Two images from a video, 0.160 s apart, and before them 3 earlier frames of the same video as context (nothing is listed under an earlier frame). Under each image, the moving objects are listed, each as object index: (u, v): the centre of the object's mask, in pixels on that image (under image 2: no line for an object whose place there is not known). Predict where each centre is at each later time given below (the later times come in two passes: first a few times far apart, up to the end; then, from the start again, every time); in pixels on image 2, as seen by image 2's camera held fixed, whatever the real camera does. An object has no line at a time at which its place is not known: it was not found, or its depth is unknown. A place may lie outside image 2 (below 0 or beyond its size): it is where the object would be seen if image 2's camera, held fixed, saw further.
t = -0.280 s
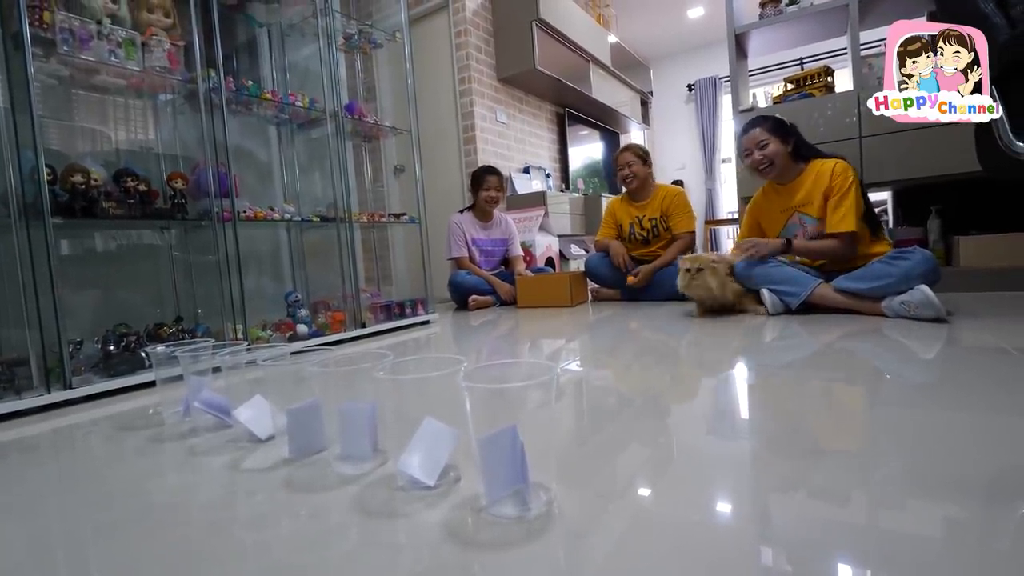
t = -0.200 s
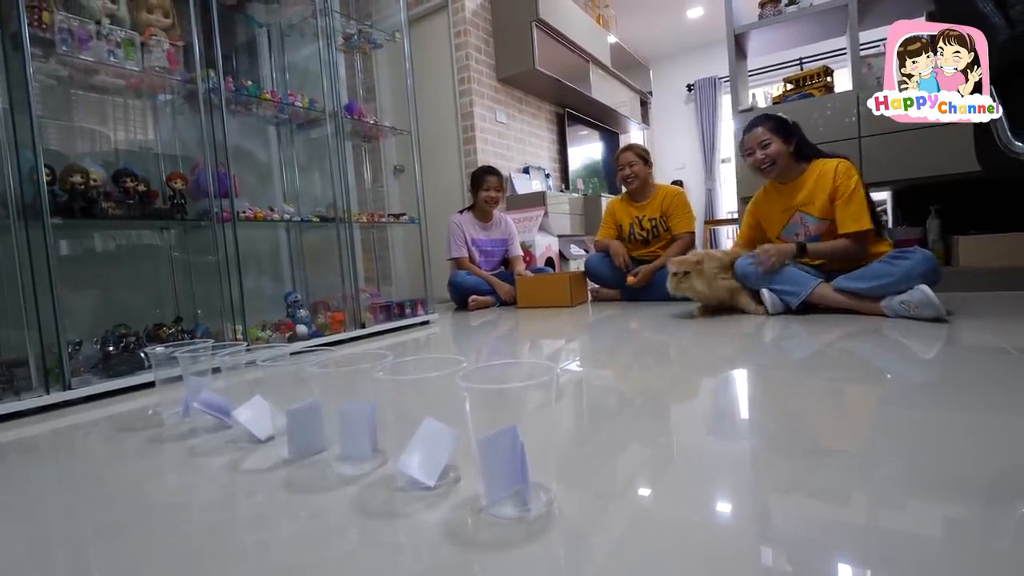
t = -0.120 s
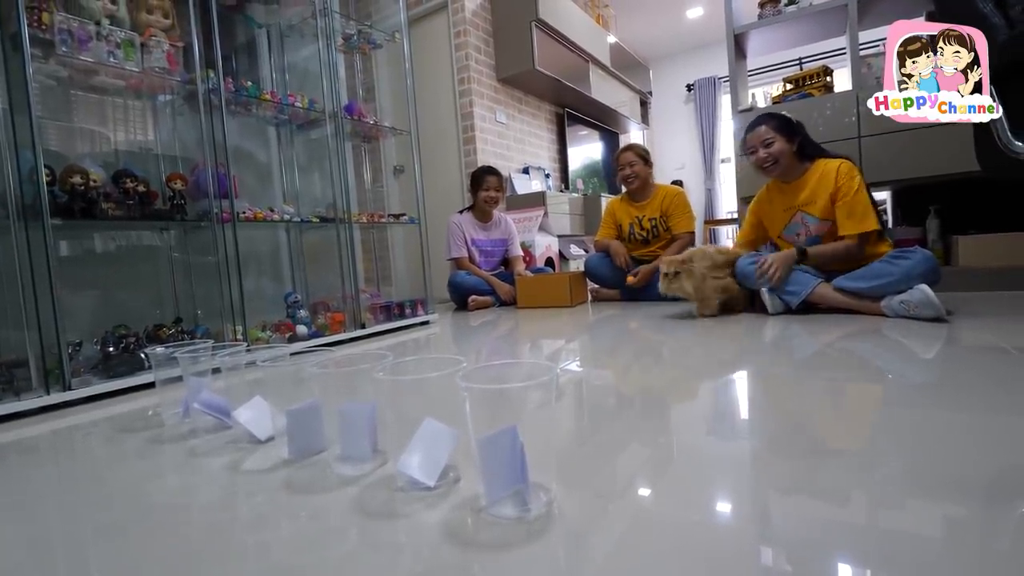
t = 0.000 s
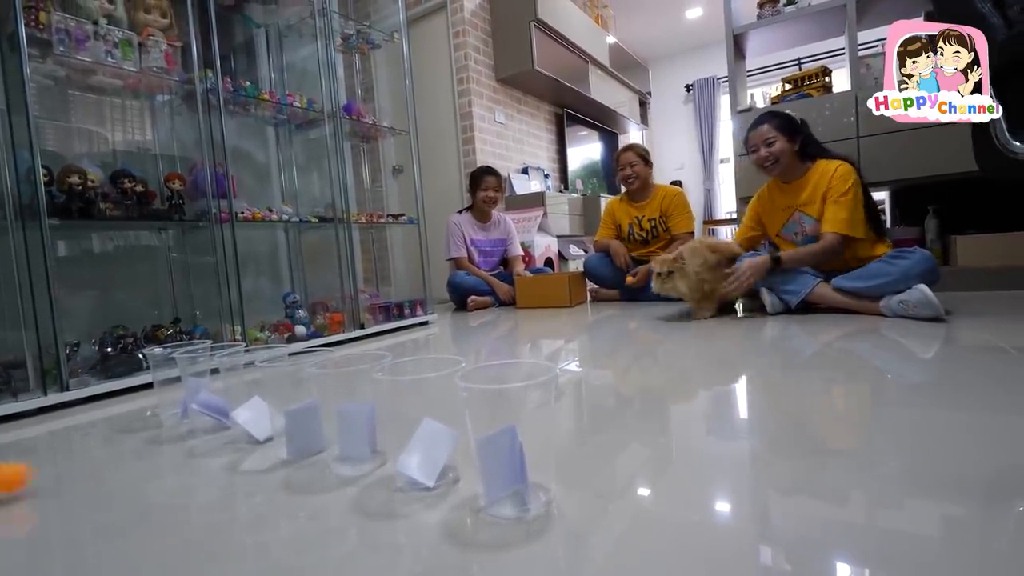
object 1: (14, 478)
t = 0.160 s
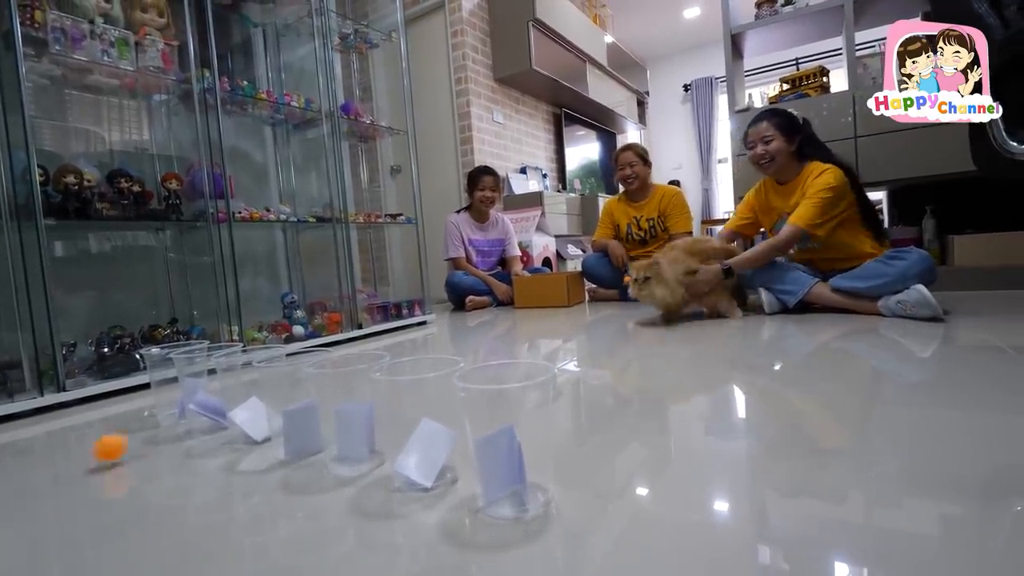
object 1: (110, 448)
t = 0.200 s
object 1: (128, 441)
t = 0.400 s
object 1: (179, 428)
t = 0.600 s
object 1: (185, 429)
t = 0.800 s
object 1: (195, 433)
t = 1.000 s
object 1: (205, 435)
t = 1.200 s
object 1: (214, 438)
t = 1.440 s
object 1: (225, 443)
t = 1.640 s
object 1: (234, 447)
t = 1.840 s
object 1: (243, 452)
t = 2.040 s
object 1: (250, 457)
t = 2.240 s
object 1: (259, 463)
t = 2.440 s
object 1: (268, 470)
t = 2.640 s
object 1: (278, 478)
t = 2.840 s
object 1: (288, 485)
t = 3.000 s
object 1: (298, 490)
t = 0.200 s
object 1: (128, 441)
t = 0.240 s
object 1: (144, 441)
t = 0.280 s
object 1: (160, 432)
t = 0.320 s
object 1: (174, 431)
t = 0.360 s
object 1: (183, 426)
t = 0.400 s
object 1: (179, 428)
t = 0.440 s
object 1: (178, 433)
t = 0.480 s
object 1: (179, 428)
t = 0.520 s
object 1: (182, 431)
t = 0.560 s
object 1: (183, 430)
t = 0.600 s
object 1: (185, 429)
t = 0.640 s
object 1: (187, 432)
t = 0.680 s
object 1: (188, 429)
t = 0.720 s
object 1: (192, 434)
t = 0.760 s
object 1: (193, 430)
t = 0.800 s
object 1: (195, 433)
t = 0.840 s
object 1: (197, 432)
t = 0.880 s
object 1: (199, 433)
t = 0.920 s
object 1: (201, 433)
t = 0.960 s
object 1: (202, 434)
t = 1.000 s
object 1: (205, 435)
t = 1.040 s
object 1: (207, 435)
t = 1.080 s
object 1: (209, 436)
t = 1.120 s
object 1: (210, 436)
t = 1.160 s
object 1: (213, 437)
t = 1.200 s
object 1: (214, 438)
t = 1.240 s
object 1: (216, 439)
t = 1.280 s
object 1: (218, 440)
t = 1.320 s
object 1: (219, 440)
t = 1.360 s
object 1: (223, 442)
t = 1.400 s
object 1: (224, 441)
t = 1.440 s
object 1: (225, 443)
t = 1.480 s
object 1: (227, 443)
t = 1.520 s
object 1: (229, 444)
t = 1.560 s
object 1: (231, 445)
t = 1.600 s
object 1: (233, 446)
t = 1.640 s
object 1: (234, 447)
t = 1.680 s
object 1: (236, 448)
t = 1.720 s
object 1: (237, 449)
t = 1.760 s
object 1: (239, 449)
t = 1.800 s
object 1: (241, 451)
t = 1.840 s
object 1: (243, 452)
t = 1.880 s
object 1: (244, 453)
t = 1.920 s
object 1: (246, 453)
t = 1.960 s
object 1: (247, 455)
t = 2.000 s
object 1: (249, 456)
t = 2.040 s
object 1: (250, 457)
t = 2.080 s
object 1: (252, 458)
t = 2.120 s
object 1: (254, 460)
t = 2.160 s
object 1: (255, 461)
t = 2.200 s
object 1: (257, 462)
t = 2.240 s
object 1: (259, 463)
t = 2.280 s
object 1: (261, 465)
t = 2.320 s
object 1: (263, 466)
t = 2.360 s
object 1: (265, 467)
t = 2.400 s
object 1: (267, 469)
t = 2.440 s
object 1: (268, 470)
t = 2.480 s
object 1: (270, 471)
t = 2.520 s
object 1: (273, 474)
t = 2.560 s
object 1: (275, 475)
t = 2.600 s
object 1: (276, 476)
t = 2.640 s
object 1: (278, 478)
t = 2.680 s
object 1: (280, 479)
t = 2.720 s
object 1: (282, 481)
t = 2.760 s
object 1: (284, 482)
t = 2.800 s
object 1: (286, 484)
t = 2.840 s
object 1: (288, 485)
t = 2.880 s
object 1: (290, 486)
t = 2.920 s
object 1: (293, 487)
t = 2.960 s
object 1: (295, 488)
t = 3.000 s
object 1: (298, 490)
